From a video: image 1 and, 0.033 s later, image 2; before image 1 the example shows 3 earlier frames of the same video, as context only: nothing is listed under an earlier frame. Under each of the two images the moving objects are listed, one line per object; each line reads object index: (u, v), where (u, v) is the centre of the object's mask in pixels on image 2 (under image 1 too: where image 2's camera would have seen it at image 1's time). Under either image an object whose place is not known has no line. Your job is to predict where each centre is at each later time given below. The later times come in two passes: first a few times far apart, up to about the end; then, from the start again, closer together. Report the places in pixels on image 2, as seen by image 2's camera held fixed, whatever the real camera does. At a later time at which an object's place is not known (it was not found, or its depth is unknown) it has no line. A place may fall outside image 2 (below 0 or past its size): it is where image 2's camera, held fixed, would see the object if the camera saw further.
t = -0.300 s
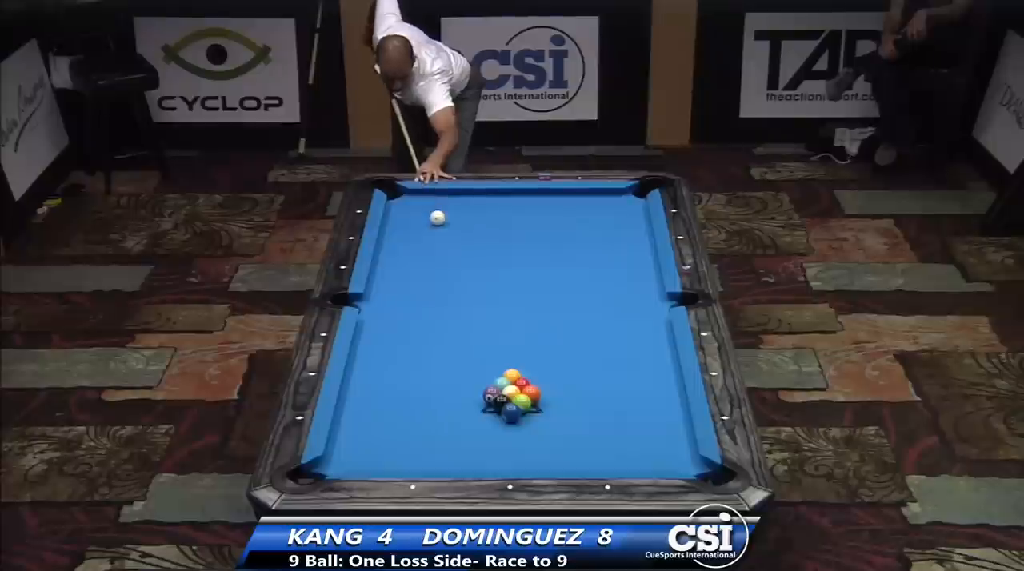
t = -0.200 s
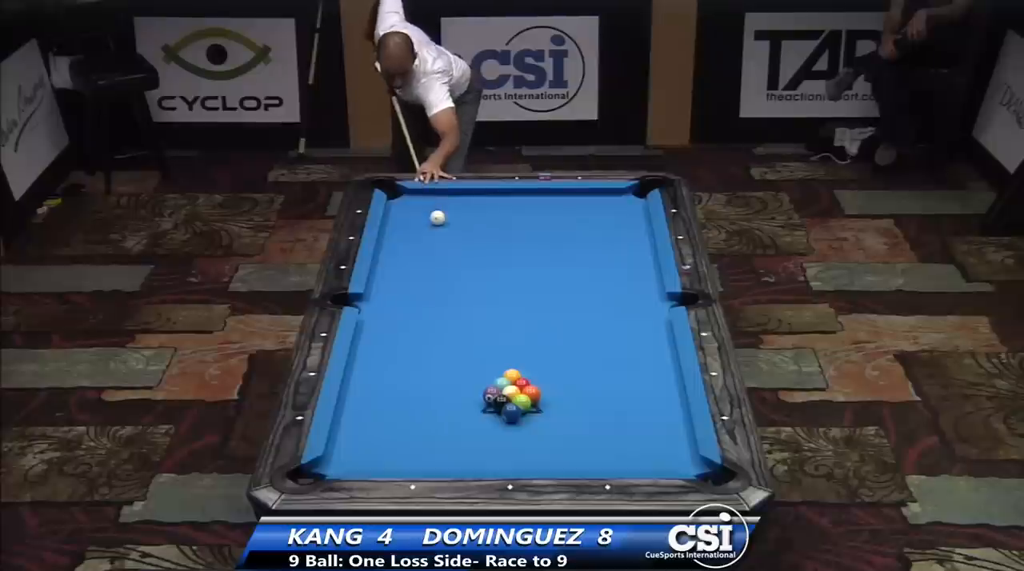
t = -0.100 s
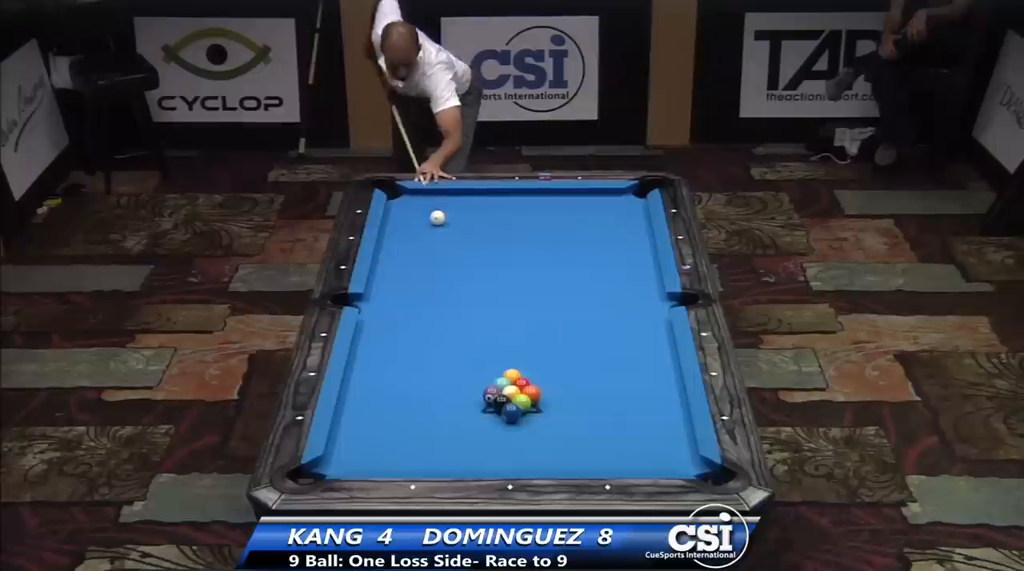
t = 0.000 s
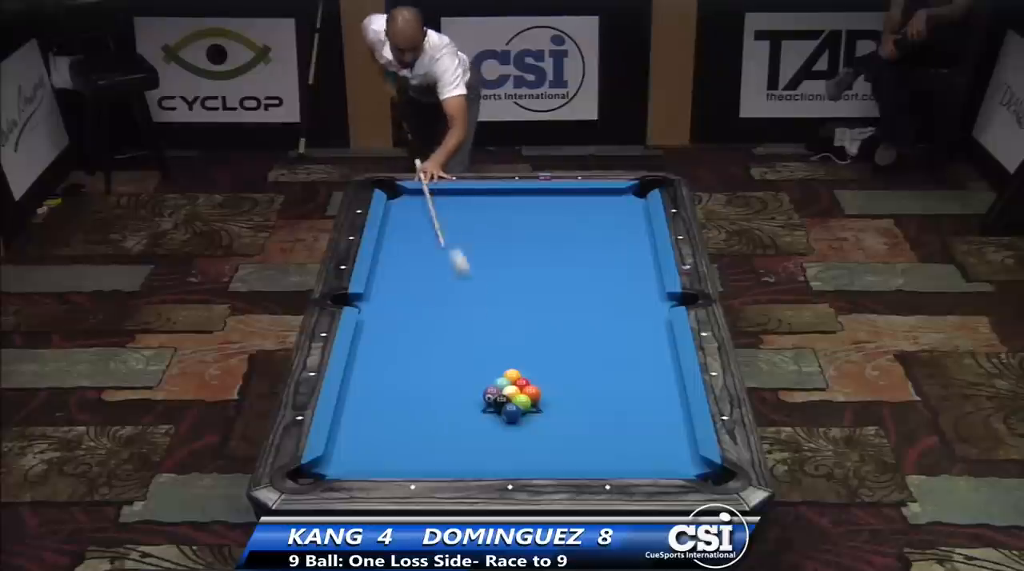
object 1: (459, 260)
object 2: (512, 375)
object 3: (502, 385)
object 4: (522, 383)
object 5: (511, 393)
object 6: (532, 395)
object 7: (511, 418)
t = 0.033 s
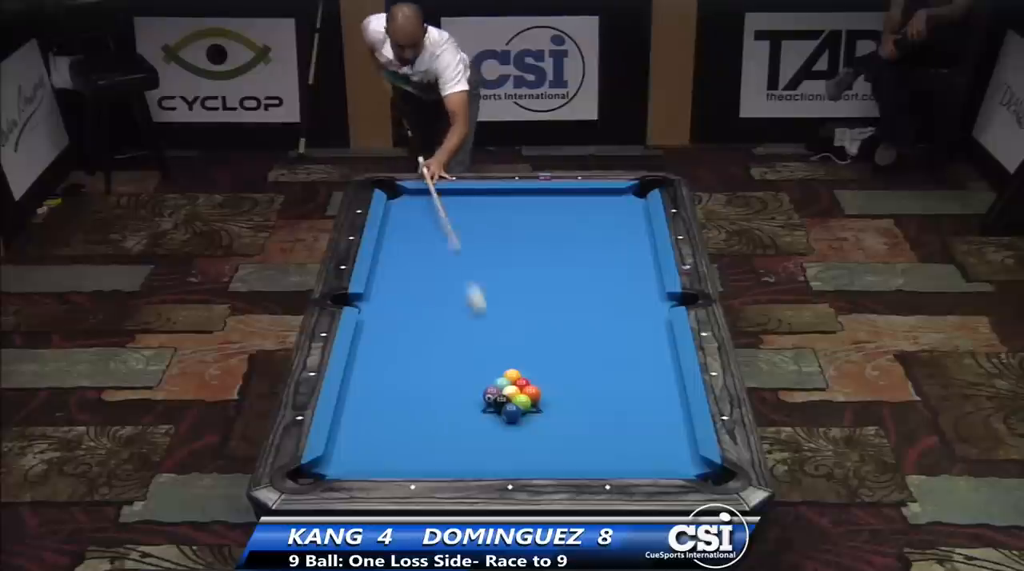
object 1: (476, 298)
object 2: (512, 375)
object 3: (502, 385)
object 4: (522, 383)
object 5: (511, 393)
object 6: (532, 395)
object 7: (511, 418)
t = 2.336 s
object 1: (546, 335)
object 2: (615, 195)
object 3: (415, 320)
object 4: (400, 286)
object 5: (532, 234)
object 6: (485, 289)
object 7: (424, 277)
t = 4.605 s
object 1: (645, 383)
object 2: (568, 249)
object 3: (536, 315)
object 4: (470, 253)
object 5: (542, 229)
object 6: (628, 198)
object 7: (394, 421)
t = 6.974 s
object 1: (634, 388)
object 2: (555, 266)
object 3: (537, 315)
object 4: (494, 246)
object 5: (546, 253)
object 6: (614, 225)
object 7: (434, 445)
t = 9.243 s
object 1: (634, 388)
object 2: (555, 267)
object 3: (537, 315)
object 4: (494, 247)
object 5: (546, 253)
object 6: (614, 225)
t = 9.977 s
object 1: (634, 388)
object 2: (555, 266)
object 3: (537, 315)
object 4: (494, 247)
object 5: (546, 253)
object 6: (614, 225)
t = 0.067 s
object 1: (495, 339)
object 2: (512, 375)
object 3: (502, 385)
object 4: (522, 383)
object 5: (511, 392)
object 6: (532, 395)
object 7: (511, 418)
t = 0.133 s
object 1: (505, 338)
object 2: (516, 363)
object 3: (494, 389)
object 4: (542, 384)
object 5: (511, 396)
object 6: (601, 419)
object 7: (502, 442)
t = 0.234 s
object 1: (501, 302)
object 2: (525, 352)
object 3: (481, 387)
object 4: (580, 378)
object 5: (509, 397)
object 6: (652, 459)
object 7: (487, 452)
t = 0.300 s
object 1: (498, 294)
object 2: (532, 348)
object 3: (472, 386)
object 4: (601, 374)
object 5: (509, 398)
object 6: (589, 459)
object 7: (483, 429)
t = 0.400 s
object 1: (494, 305)
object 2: (543, 339)
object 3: (459, 384)
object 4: (631, 369)
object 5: (508, 399)
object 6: (539, 462)
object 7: (478, 397)
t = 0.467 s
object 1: (492, 308)
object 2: (550, 332)
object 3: (451, 382)
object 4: (651, 366)
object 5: (508, 396)
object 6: (513, 455)
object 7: (476, 378)
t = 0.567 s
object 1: (490, 290)
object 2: (559, 322)
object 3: (438, 377)
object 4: (664, 360)
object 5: (509, 386)
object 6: (477, 442)
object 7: (471, 353)
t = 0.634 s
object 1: (489, 292)
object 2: (566, 315)
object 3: (430, 376)
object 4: (650, 356)
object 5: (511, 377)
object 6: (453, 434)
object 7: (468, 336)
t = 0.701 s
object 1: (488, 290)
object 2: (571, 308)
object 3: (422, 374)
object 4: (638, 353)
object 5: (512, 370)
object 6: (431, 426)
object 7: (466, 320)
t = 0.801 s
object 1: (487, 286)
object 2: (581, 298)
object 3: (411, 372)
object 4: (620, 348)
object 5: (513, 359)
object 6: (398, 414)
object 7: (462, 298)
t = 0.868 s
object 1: (487, 284)
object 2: (587, 292)
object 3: (403, 371)
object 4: (609, 345)
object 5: (514, 352)
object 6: (385, 408)
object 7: (459, 284)
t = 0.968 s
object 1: (488, 281)
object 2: (595, 282)
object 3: (392, 369)
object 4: (592, 340)
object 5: (516, 341)
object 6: (365, 400)
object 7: (457, 265)
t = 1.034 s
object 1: (489, 280)
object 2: (600, 276)
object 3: (385, 367)
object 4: (581, 337)
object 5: (517, 335)
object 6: (352, 394)
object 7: (454, 253)
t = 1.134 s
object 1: (491, 282)
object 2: (608, 267)
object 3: (373, 362)
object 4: (564, 332)
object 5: (518, 325)
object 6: (361, 383)
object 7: (451, 234)
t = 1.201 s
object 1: (494, 285)
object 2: (614, 261)
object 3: (367, 358)
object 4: (554, 329)
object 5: (520, 319)
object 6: (369, 378)
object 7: (449, 224)
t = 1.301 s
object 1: (498, 289)
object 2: (621, 253)
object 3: (357, 354)
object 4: (539, 325)
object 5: (520, 310)
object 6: (381, 368)
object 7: (446, 209)
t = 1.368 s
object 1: (500, 292)
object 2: (626, 248)
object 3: (362, 351)
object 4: (528, 322)
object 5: (521, 304)
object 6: (389, 363)
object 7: (445, 197)
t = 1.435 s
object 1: (503, 296)
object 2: (630, 242)
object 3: (367, 349)
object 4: (518, 319)
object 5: (522, 299)
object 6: (396, 357)
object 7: (443, 197)
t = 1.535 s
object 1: (507, 299)
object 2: (637, 235)
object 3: (373, 345)
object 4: (504, 315)
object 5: (524, 290)
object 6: (408, 348)
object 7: (441, 207)
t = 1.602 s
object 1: (510, 303)
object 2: (642, 230)
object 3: (377, 343)
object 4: (494, 313)
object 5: (524, 285)
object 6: (415, 342)
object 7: (440, 214)
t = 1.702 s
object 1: (514, 308)
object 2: (642, 223)
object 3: (383, 339)
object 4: (480, 309)
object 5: (525, 277)
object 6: (426, 334)
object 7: (438, 222)
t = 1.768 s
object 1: (517, 311)
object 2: (639, 219)
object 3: (387, 337)
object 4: (471, 306)
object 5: (526, 272)
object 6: (433, 329)
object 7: (436, 226)
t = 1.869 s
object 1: (520, 316)
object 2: (634, 213)
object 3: (392, 333)
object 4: (458, 302)
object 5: (527, 265)
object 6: (443, 321)
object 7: (434, 235)
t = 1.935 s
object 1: (523, 318)
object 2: (631, 209)
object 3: (395, 331)
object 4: (449, 299)
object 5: (528, 260)
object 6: (449, 316)
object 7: (433, 242)
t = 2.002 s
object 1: (526, 321)
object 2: (628, 205)
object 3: (399, 329)
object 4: (440, 297)
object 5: (529, 255)
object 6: (456, 311)
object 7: (431, 247)
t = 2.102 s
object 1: (529, 326)
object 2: (623, 200)
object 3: (404, 326)
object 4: (428, 293)
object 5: (530, 249)
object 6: (465, 304)
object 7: (429, 256)
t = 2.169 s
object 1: (532, 329)
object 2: (620, 196)
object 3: (407, 324)
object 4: (420, 291)
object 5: (530, 244)
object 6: (471, 299)
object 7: (428, 262)
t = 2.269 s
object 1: (539, 333)
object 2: (616, 193)
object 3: (412, 322)
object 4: (408, 288)
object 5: (531, 238)
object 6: (480, 293)
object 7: (425, 271)
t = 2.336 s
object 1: (546, 335)
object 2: (615, 195)
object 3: (415, 320)
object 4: (400, 286)
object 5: (532, 234)
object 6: (485, 289)
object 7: (424, 277)
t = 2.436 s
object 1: (556, 338)
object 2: (612, 197)
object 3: (420, 317)
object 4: (388, 282)
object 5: (532, 228)
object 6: (494, 282)
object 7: (421, 286)
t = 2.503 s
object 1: (563, 340)
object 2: (611, 199)
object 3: (423, 315)
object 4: (381, 280)
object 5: (533, 224)
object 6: (499, 278)
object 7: (420, 293)
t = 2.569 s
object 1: (569, 342)
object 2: (609, 201)
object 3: (426, 314)
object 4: (377, 278)
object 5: (533, 220)
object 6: (505, 274)
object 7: (418, 299)
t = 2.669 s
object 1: (579, 345)
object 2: (607, 204)
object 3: (432, 312)
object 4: (383, 276)
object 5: (534, 214)
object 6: (513, 268)
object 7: (413, 309)
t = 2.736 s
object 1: (586, 348)
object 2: (605, 206)
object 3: (440, 312)
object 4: (388, 276)
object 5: (535, 211)
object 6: (518, 264)
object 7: (408, 313)
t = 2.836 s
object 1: (596, 351)
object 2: (603, 209)
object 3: (449, 312)
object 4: (394, 274)
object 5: (535, 205)
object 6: (525, 259)
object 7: (398, 319)
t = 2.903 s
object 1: (602, 353)
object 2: (601, 211)
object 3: (456, 313)
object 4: (398, 272)
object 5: (536, 202)
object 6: (530, 255)
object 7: (392, 324)
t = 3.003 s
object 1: (612, 356)
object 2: (599, 213)
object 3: (466, 313)
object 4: (404, 271)
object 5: (537, 197)
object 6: (537, 250)
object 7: (383, 331)
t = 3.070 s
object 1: (618, 358)
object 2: (598, 215)
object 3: (472, 314)
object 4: (408, 270)
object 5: (537, 193)
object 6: (542, 246)
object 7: (377, 336)
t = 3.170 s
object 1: (628, 360)
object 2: (595, 218)
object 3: (481, 314)
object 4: (413, 269)
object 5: (538, 194)
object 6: (548, 241)
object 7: (367, 342)
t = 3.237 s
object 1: (634, 362)
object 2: (594, 219)
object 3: (487, 314)
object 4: (417, 268)
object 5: (538, 196)
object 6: (553, 238)
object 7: (361, 348)
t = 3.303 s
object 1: (641, 364)
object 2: (592, 221)
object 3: (493, 315)
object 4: (420, 267)
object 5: (539, 198)
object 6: (557, 235)
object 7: (360, 351)
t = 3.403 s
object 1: (649, 367)
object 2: (590, 224)
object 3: (502, 315)
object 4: (425, 265)
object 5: (539, 201)
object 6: (563, 230)
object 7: (363, 357)
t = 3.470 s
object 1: (656, 369)
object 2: (589, 225)
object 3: (507, 315)
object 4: (428, 265)
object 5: (539, 203)
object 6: (567, 227)
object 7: (365, 361)
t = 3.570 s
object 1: (665, 372)
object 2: (587, 228)
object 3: (516, 316)
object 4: (433, 263)
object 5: (540, 205)
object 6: (573, 222)
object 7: (367, 365)
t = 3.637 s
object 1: (671, 373)
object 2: (585, 229)
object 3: (522, 316)
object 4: (436, 263)
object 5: (540, 207)
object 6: (576, 219)
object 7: (369, 370)
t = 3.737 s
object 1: (669, 374)
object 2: (584, 231)
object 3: (526, 316)
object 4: (440, 261)
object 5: (540, 210)
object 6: (583, 215)
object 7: (372, 375)
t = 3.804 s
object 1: (667, 375)
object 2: (582, 233)
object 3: (527, 316)
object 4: (443, 260)
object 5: (541, 211)
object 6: (587, 213)
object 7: (373, 379)
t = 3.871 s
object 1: (665, 376)
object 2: (581, 235)
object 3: (528, 316)
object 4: (446, 260)
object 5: (541, 213)
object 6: (591, 210)
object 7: (375, 382)
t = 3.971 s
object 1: (661, 377)
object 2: (579, 237)
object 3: (530, 315)
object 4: (450, 259)
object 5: (541, 216)
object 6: (596, 207)
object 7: (378, 388)
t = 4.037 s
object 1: (659, 378)
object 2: (578, 238)
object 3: (531, 315)
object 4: (452, 258)
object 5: (541, 217)
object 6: (600, 203)
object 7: (380, 391)
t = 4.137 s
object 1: (656, 379)
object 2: (576, 240)
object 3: (533, 315)
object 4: (456, 257)
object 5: (541, 220)
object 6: (604, 200)
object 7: (382, 397)
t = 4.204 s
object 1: (654, 380)
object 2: (575, 241)
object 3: (533, 316)
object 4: (458, 256)
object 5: (541, 221)
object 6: (608, 197)
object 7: (384, 400)
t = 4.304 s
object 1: (652, 381)
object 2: (573, 243)
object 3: (534, 315)
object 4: (461, 255)
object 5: (541, 223)
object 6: (613, 194)
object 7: (387, 405)
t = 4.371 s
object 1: (650, 381)
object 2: (572, 245)
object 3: (535, 315)
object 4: (464, 255)
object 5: (541, 225)
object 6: (616, 193)
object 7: (389, 409)
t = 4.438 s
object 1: (648, 382)
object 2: (570, 246)
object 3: (536, 315)
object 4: (466, 254)
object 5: (542, 226)
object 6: (619, 194)
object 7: (390, 413)
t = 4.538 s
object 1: (646, 383)
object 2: (569, 248)
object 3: (536, 315)
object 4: (468, 253)
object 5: (542, 228)
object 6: (625, 196)
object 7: (393, 417)
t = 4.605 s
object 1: (645, 383)
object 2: (568, 249)
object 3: (536, 315)
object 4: (470, 253)
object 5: (542, 229)
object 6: (628, 198)
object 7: (394, 421)
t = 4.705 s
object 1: (643, 384)
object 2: (567, 250)
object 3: (537, 315)
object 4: (473, 252)
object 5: (542, 232)
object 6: (633, 199)
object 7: (396, 426)
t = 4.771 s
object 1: (641, 384)
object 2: (566, 252)
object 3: (537, 315)
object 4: (475, 251)
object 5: (542, 233)
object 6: (636, 201)
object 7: (398, 429)
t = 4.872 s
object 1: (640, 385)
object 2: (565, 253)
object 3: (537, 315)
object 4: (477, 250)
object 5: (542, 235)
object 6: (640, 202)
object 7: (400, 434)
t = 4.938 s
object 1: (638, 385)
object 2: (564, 254)
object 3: (537, 315)
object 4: (478, 250)
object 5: (543, 236)
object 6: (639, 203)
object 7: (402, 438)
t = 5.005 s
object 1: (638, 386)
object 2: (563, 255)
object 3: (537, 315)
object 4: (479, 250)
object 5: (542, 237)
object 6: (638, 205)
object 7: (403, 441)
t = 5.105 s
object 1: (636, 386)
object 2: (562, 256)
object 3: (537, 315)
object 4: (482, 249)
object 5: (542, 239)
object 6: (636, 206)
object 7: (406, 446)
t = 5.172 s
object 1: (636, 386)
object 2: (561, 257)
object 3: (537, 316)
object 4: (483, 249)
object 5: (543, 240)
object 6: (634, 207)
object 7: (407, 449)
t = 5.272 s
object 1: (635, 387)
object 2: (560, 258)
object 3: (537, 316)
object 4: (485, 248)
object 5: (543, 241)
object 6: (632, 209)
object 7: (408, 454)
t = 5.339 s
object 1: (634, 387)
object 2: (560, 259)
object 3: (537, 315)
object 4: (486, 248)
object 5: (543, 242)
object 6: (631, 210)
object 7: (410, 457)
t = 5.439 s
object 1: (634, 387)
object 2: (559, 260)
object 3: (536, 315)
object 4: (488, 248)
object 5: (543, 243)
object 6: (629, 212)
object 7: (412, 460)
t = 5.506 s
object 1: (634, 388)
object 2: (558, 261)
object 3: (536, 315)
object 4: (489, 248)
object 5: (543, 244)
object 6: (628, 213)
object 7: (413, 462)
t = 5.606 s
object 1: (634, 388)
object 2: (557, 262)
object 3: (536, 315)
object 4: (490, 247)
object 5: (544, 246)
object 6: (627, 214)
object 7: (415, 464)
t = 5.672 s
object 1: (634, 388)
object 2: (557, 262)
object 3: (536, 315)
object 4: (490, 247)
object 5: (544, 246)
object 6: (626, 215)
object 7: (416, 463)
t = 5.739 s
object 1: (634, 388)
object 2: (556, 263)
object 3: (536, 315)
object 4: (491, 247)
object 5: (544, 247)
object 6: (625, 216)
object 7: (418, 462)
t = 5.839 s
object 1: (634, 388)
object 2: (556, 263)
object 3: (536, 315)
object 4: (492, 247)
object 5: (545, 248)
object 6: (624, 217)
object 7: (420, 461)
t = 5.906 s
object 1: (634, 388)
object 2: (556, 264)
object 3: (536, 315)
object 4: (492, 247)
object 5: (545, 249)
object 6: (623, 218)
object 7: (421, 460)
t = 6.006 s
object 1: (634, 388)
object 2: (556, 264)
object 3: (536, 315)
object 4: (493, 247)
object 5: (545, 249)
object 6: (621, 219)
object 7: (422, 459)
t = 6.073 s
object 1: (634, 388)
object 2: (555, 265)
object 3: (536, 315)
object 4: (493, 247)
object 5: (545, 250)
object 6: (621, 219)
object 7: (423, 458)
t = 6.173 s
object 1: (634, 388)
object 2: (555, 265)
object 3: (537, 315)
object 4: (494, 246)
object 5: (545, 251)
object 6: (620, 220)
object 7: (425, 455)
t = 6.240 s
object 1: (634, 388)
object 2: (555, 266)
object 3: (536, 315)
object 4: (494, 246)
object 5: (546, 251)
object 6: (619, 221)
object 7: (426, 454)
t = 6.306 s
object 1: (634, 388)
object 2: (555, 266)
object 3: (537, 315)
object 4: (494, 246)
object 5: (546, 252)
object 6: (618, 221)
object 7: (427, 453)
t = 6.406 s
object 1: (634, 388)
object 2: (555, 266)
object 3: (537, 315)
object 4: (494, 246)
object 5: (546, 252)
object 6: (617, 222)
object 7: (429, 451)
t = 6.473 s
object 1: (634, 388)
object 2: (555, 266)
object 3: (537, 315)
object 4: (494, 246)
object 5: (546, 252)
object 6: (617, 222)
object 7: (429, 450)
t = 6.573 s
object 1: (634, 388)
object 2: (555, 266)
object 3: (536, 315)
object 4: (494, 246)
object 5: (546, 253)
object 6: (616, 223)
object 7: (430, 449)
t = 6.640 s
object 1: (634, 388)
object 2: (555, 266)
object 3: (537, 315)
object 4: (494, 246)
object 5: (546, 253)
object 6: (615, 224)
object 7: (431, 448)
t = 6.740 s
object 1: (634, 388)
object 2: (555, 266)
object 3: (537, 315)
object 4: (494, 246)
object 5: (546, 253)
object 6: (615, 224)
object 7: (432, 448)
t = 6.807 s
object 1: (634, 388)
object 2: (555, 266)
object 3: (537, 315)
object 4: (494, 246)
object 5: (546, 253)
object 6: (615, 225)
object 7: (433, 447)
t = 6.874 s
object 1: (634, 388)
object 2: (555, 266)
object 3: (537, 315)
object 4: (494, 246)
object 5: (546, 253)
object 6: (615, 225)
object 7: (434, 446)
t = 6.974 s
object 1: (634, 388)
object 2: (555, 266)
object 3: (537, 315)
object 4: (494, 246)
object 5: (546, 253)
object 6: (614, 225)
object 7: (434, 445)
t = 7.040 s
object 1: (634, 388)
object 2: (555, 266)
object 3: (537, 315)
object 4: (494, 246)
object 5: (546, 253)
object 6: (614, 225)
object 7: (435, 445)
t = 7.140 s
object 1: (634, 388)
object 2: (555, 266)
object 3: (537, 315)
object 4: (494, 246)
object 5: (546, 253)
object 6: (614, 226)
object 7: (435, 444)
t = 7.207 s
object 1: (634, 388)
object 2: (555, 266)
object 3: (537, 315)
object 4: (494, 246)
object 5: (546, 253)
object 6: (614, 226)
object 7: (435, 444)
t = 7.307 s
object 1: (634, 388)
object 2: (555, 266)
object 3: (537, 315)
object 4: (494, 247)
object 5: (546, 253)
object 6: (614, 226)
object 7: (435, 444)
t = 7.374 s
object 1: (634, 388)
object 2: (555, 266)
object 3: (537, 315)
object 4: (494, 246)
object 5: (546, 253)
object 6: (614, 226)
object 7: (435, 444)
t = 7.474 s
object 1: (634, 388)
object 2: (555, 266)
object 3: (537, 315)
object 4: (494, 246)
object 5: (546, 253)
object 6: (614, 225)
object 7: (435, 444)
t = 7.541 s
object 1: (634, 388)
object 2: (555, 266)
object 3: (537, 315)
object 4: (494, 247)
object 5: (546, 253)
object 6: (614, 225)
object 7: (435, 444)
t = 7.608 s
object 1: (634, 388)
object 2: (555, 266)
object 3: (537, 315)
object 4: (494, 247)
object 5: (546, 253)
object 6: (614, 225)
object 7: (435, 444)
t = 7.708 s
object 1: (634, 388)
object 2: (555, 266)
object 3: (537, 315)
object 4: (494, 247)
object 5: (546, 253)
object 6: (614, 225)
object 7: (435, 444)
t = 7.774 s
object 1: (634, 388)
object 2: (555, 266)
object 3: (537, 315)
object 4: (494, 247)
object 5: (546, 253)
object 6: (614, 225)
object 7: (435, 444)
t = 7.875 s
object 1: (634, 388)
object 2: (555, 266)
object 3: (537, 315)
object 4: (494, 247)
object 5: (546, 253)
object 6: (614, 225)
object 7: (435, 444)
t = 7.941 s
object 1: (634, 388)
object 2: (555, 267)
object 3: (537, 315)
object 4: (494, 247)
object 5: (546, 253)
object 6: (614, 225)
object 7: (435, 444)
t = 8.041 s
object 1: (634, 388)
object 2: (555, 266)
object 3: (537, 315)
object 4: (494, 247)
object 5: (546, 253)
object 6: (614, 225)
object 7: (435, 444)
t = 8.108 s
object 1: (634, 388)
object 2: (555, 266)
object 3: (537, 315)
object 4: (494, 247)
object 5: (546, 253)
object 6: (614, 225)
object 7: (435, 444)
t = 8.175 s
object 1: (634, 388)
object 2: (555, 266)
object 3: (537, 315)
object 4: (494, 247)
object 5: (546, 253)
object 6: (614, 225)
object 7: (435, 444)
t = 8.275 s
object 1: (634, 388)
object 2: (555, 266)
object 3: (537, 315)
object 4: (494, 247)
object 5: (546, 253)
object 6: (614, 225)
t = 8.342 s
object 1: (634, 388)
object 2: (555, 266)
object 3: (537, 315)
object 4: (494, 247)
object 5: (546, 253)
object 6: (614, 225)
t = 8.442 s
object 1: (634, 388)
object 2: (555, 266)
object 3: (537, 315)
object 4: (494, 247)
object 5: (546, 253)
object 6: (614, 225)
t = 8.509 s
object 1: (634, 388)
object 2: (555, 266)
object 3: (537, 315)
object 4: (494, 247)
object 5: (546, 253)
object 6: (614, 225)
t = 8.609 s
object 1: (634, 388)
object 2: (555, 266)
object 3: (537, 315)
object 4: (494, 247)
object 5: (546, 253)
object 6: (614, 225)
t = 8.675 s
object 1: (634, 388)
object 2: (555, 266)
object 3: (537, 315)
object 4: (494, 247)
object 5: (546, 253)
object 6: (614, 225)
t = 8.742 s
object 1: (634, 388)
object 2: (555, 267)
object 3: (537, 315)
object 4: (494, 247)
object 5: (546, 253)
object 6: (614, 225)
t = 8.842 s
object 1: (634, 388)
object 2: (555, 266)
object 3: (537, 315)
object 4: (494, 247)
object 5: (546, 253)
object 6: (614, 225)
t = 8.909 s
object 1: (634, 388)
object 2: (555, 267)
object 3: (537, 315)
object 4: (494, 247)
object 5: (546, 253)
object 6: (614, 225)
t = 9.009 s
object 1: (634, 388)
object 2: (555, 267)
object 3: (537, 315)
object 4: (494, 247)
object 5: (546, 253)
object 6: (614, 225)
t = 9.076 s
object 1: (634, 388)
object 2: (555, 267)
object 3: (537, 315)
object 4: (494, 247)
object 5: (546, 253)
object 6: (614, 225)
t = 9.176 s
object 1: (634, 388)
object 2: (555, 267)
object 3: (537, 315)
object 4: (494, 247)
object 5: (546, 253)
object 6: (614, 225)
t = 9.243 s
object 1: (634, 388)
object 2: (555, 267)
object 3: (537, 315)
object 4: (494, 247)
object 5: (546, 253)
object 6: (614, 225)
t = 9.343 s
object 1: (634, 388)
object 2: (555, 267)
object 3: (537, 315)
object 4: (494, 247)
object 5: (546, 253)
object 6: (614, 225)
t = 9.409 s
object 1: (634, 388)
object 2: (555, 267)
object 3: (537, 315)
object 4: (494, 247)
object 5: (546, 253)
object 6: (614, 225)
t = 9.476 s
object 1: (634, 388)
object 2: (555, 267)
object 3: (537, 315)
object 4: (494, 247)
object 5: (546, 253)
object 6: (614, 225)
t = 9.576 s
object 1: (634, 388)
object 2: (555, 267)
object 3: (537, 315)
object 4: (494, 247)
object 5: (546, 253)
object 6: (614, 225)
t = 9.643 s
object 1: (634, 388)
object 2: (555, 267)
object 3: (537, 315)
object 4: (494, 247)
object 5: (546, 253)
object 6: (614, 225)
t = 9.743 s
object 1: (634, 388)
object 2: (555, 267)
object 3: (537, 315)
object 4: (494, 247)
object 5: (546, 253)
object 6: (614, 225)
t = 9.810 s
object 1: (634, 388)
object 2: (555, 267)
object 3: (537, 315)
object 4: (494, 247)
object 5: (546, 253)
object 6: (614, 225)
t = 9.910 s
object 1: (634, 388)
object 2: (555, 267)
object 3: (537, 315)
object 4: (494, 247)
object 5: (546, 253)
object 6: (614, 225)
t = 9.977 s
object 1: (634, 388)
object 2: (555, 266)
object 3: (537, 315)
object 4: (494, 247)
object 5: (546, 253)
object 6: (614, 225)
